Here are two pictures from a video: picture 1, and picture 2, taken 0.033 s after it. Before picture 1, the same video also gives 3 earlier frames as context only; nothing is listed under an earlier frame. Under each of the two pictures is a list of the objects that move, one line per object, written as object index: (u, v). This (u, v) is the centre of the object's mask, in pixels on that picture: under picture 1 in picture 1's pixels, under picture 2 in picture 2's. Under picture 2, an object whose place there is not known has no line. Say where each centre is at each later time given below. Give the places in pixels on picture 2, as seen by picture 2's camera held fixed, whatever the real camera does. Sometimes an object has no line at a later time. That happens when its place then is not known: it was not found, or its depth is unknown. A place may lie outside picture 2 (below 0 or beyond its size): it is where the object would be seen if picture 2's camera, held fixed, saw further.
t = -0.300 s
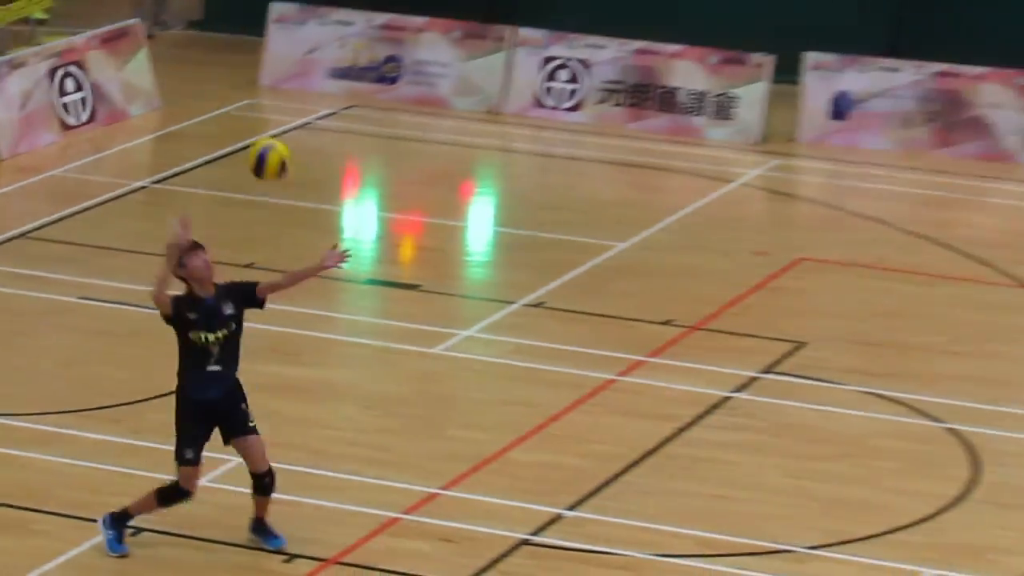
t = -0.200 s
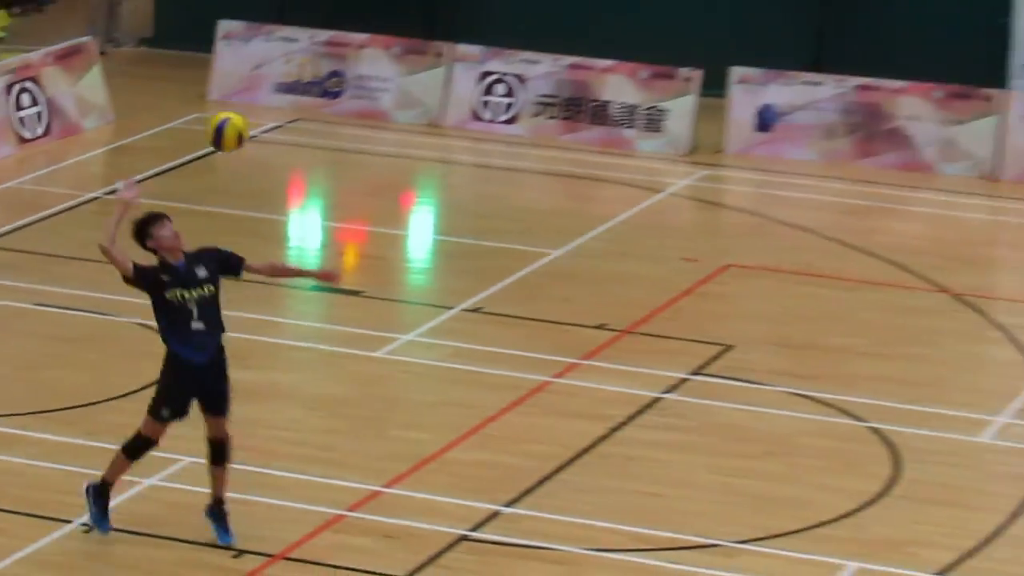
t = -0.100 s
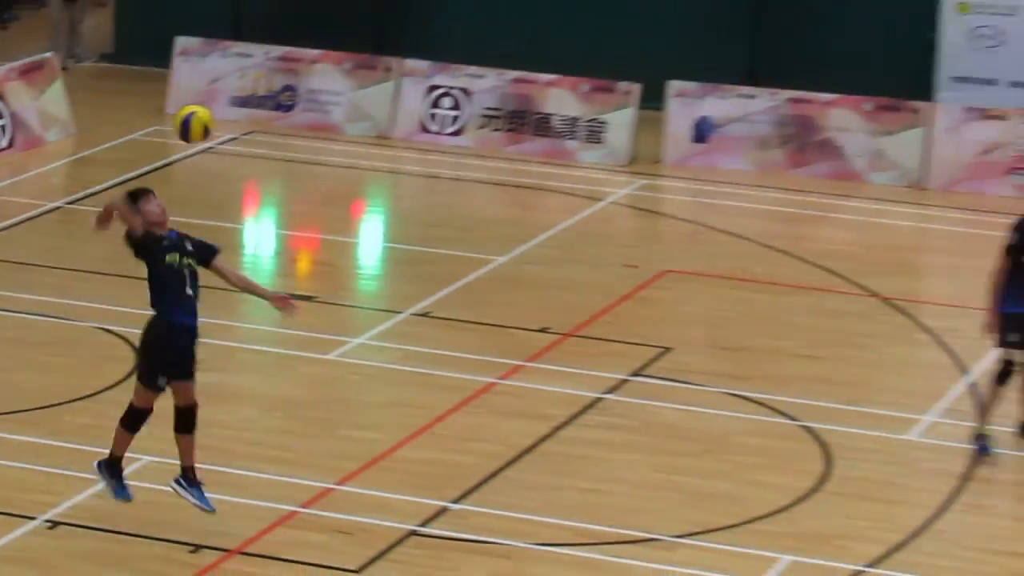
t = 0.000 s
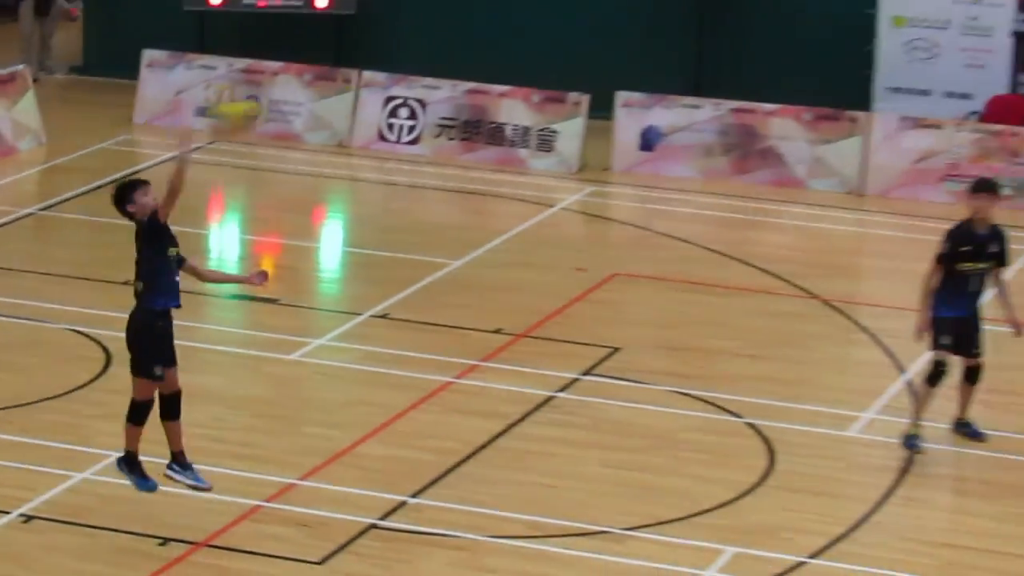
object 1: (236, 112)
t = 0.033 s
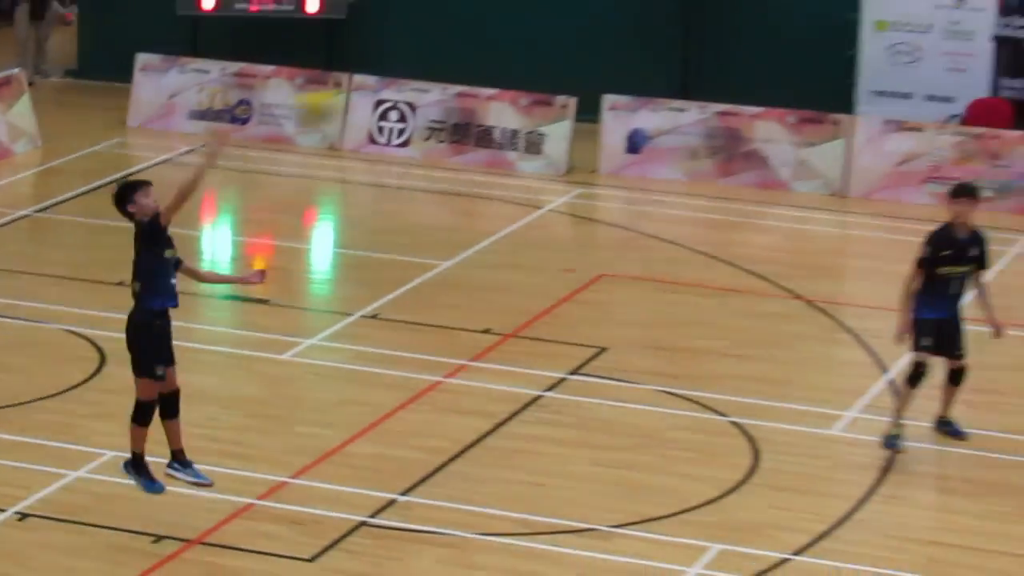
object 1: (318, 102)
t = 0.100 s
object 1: (498, 78)
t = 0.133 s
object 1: (582, 79)
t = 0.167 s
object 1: (670, 76)
